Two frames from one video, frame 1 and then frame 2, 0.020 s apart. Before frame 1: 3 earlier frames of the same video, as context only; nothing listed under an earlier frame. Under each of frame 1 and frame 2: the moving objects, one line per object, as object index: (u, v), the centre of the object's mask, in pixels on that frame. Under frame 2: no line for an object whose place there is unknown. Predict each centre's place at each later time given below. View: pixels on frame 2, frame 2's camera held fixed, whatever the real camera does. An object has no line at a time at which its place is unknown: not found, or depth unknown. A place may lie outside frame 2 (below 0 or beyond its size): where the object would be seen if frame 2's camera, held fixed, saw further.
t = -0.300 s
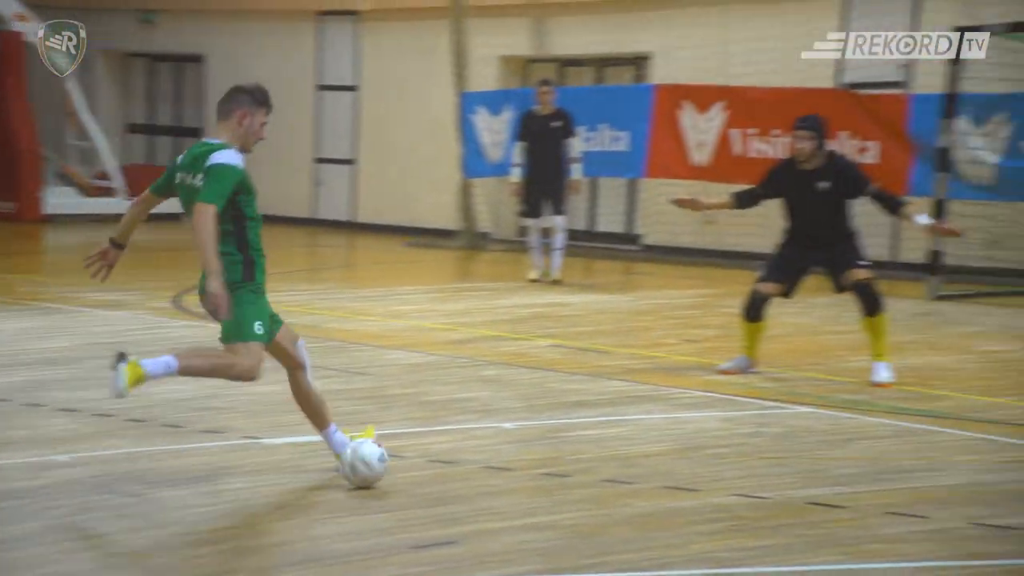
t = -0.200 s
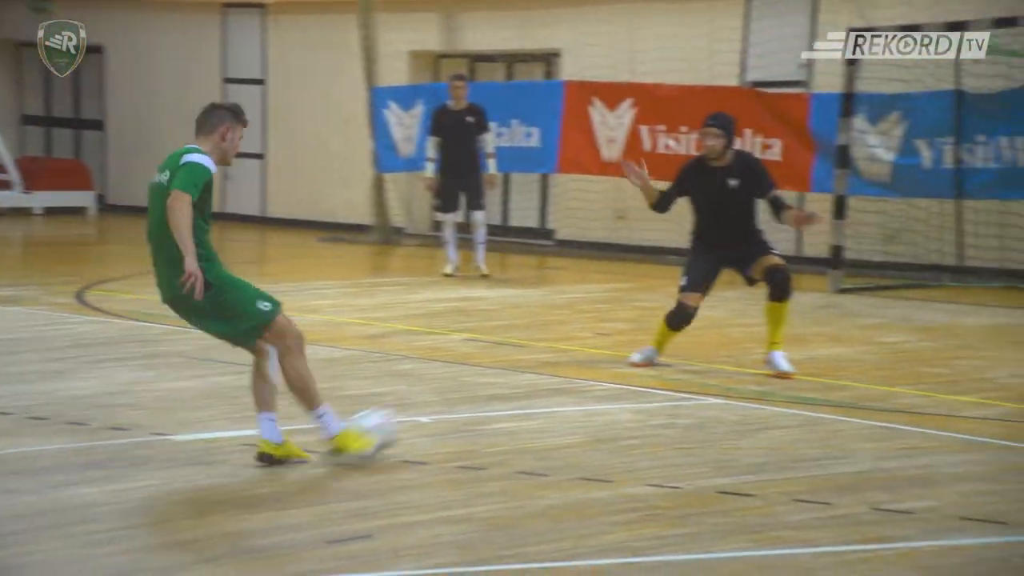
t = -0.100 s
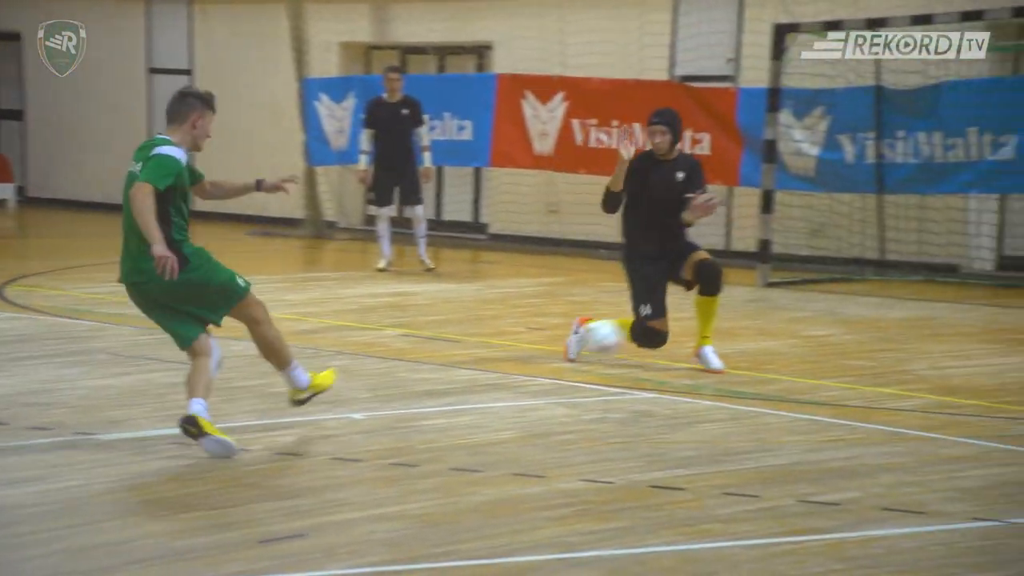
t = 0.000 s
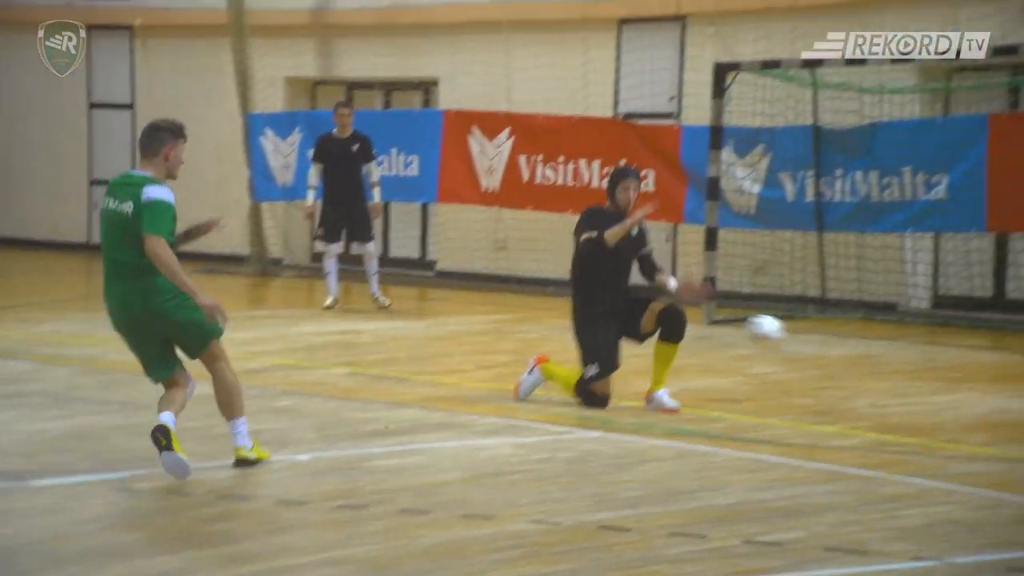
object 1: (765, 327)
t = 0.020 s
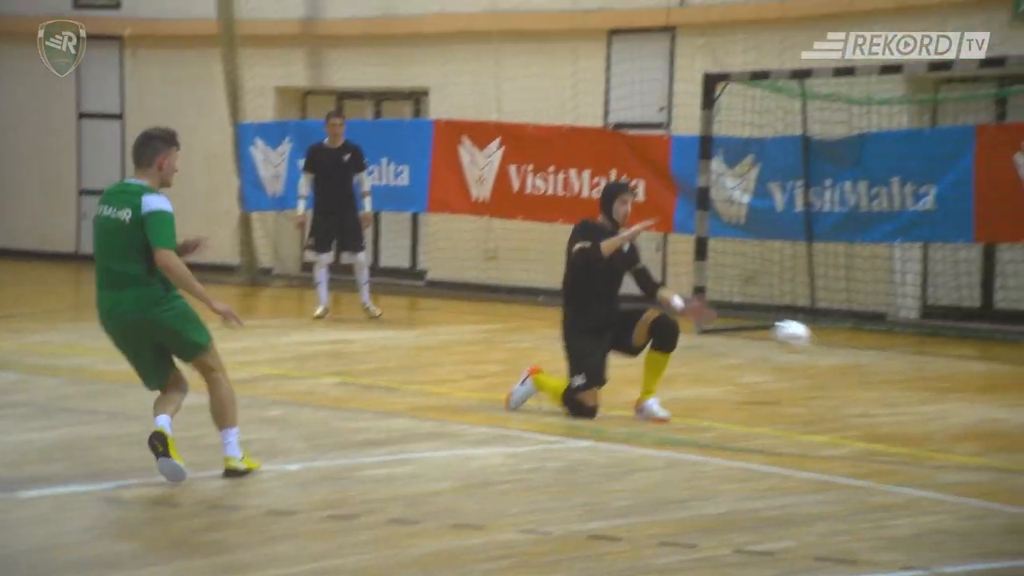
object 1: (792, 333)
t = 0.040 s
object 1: (827, 330)
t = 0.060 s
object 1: (860, 327)
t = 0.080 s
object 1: (892, 325)
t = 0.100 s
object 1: (923, 326)
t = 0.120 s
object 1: (952, 326)
